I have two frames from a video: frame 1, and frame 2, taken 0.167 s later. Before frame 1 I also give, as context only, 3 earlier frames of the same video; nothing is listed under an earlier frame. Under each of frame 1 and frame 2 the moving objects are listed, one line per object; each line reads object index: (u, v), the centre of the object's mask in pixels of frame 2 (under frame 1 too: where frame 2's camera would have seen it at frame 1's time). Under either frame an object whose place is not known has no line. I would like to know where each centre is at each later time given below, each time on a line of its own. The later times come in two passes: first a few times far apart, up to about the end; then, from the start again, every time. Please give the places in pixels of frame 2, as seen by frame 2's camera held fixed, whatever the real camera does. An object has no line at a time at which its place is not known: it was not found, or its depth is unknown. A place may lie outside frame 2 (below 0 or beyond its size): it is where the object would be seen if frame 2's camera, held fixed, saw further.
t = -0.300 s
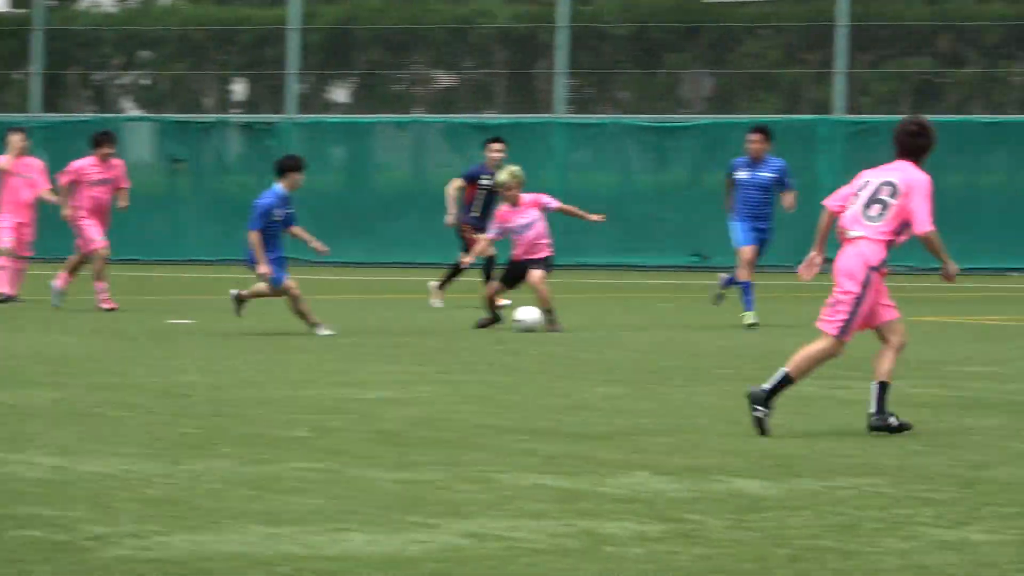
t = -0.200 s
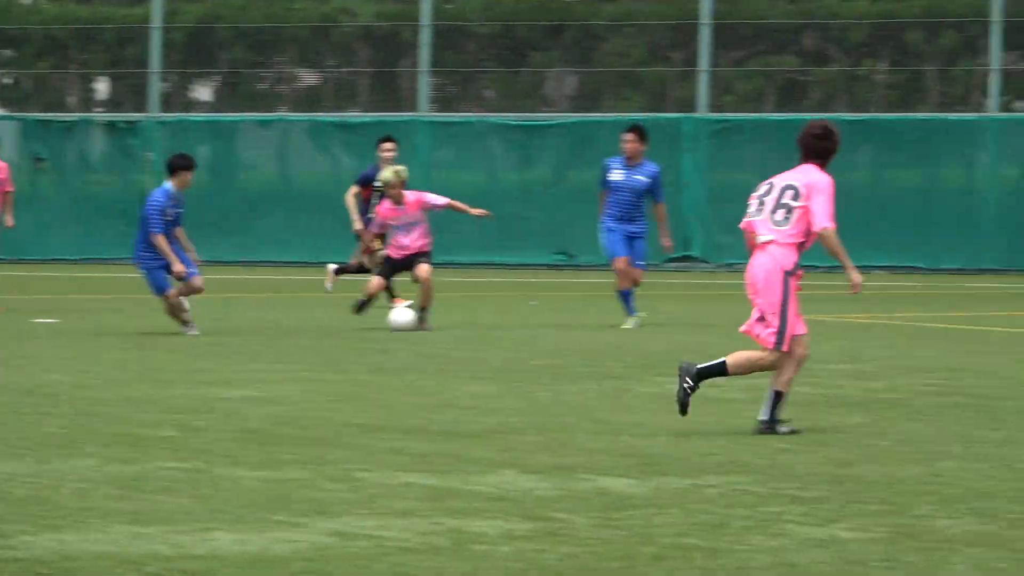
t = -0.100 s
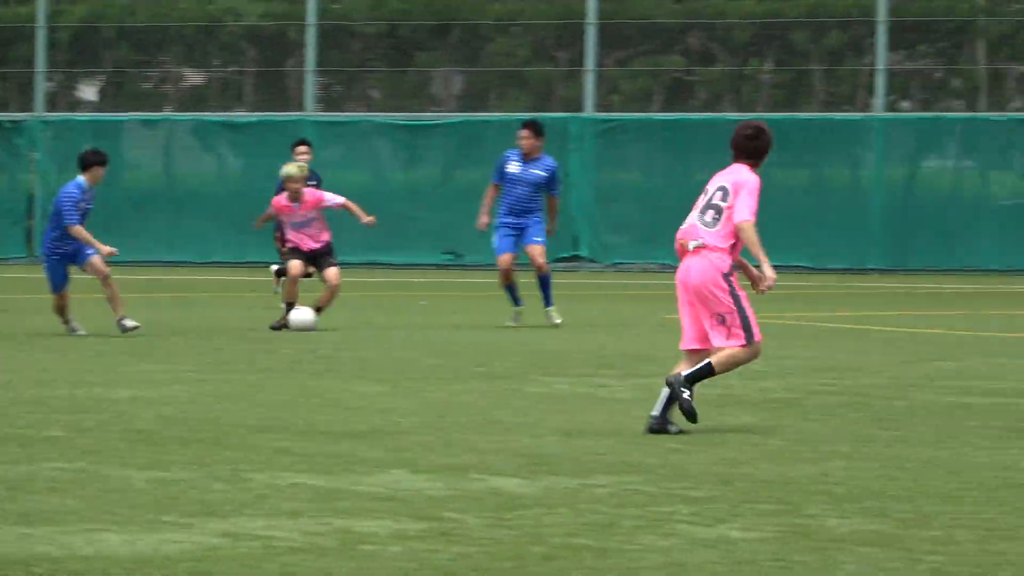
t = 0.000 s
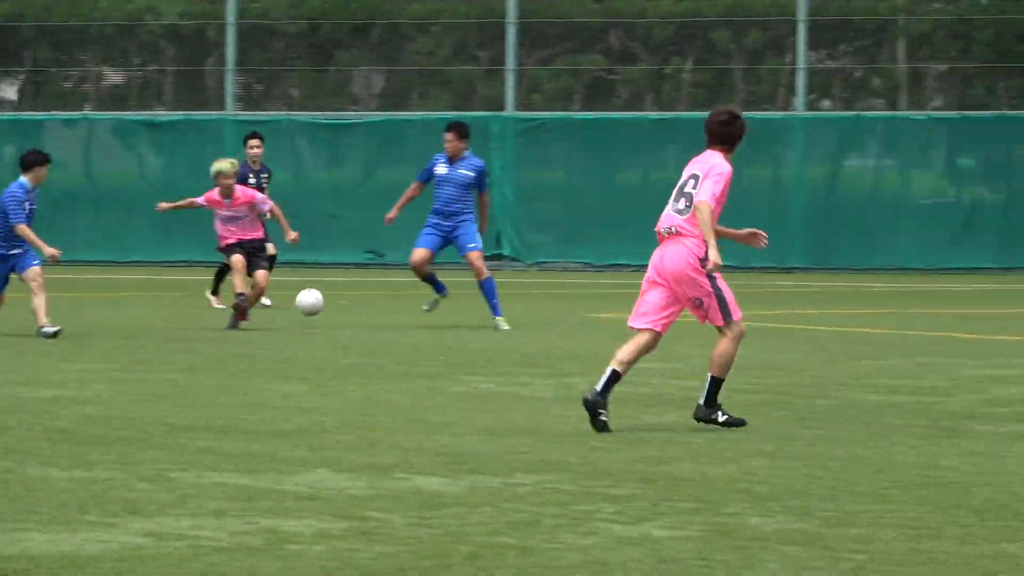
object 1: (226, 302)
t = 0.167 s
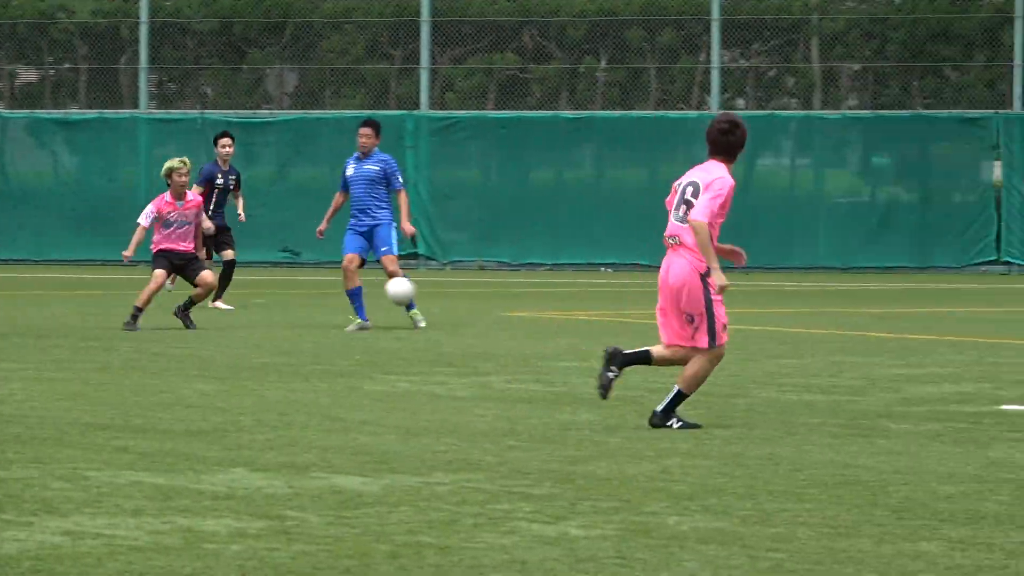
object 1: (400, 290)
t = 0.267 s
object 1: (509, 305)
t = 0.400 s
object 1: (650, 334)
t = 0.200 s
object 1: (436, 293)
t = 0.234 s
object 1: (472, 298)
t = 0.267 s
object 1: (509, 305)
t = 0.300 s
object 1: (546, 313)
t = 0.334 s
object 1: (582, 324)
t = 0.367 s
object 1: (620, 336)
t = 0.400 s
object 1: (650, 334)
